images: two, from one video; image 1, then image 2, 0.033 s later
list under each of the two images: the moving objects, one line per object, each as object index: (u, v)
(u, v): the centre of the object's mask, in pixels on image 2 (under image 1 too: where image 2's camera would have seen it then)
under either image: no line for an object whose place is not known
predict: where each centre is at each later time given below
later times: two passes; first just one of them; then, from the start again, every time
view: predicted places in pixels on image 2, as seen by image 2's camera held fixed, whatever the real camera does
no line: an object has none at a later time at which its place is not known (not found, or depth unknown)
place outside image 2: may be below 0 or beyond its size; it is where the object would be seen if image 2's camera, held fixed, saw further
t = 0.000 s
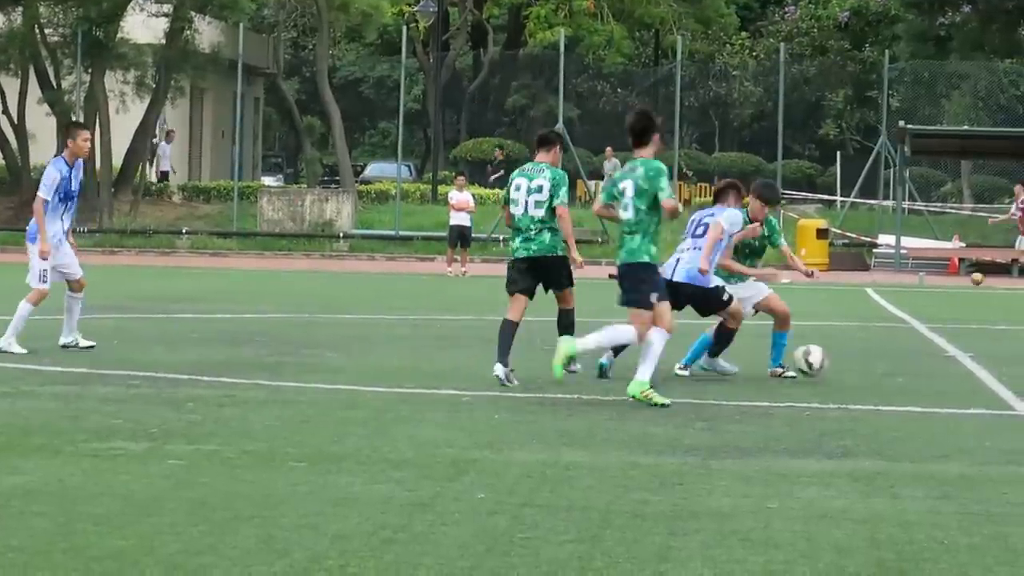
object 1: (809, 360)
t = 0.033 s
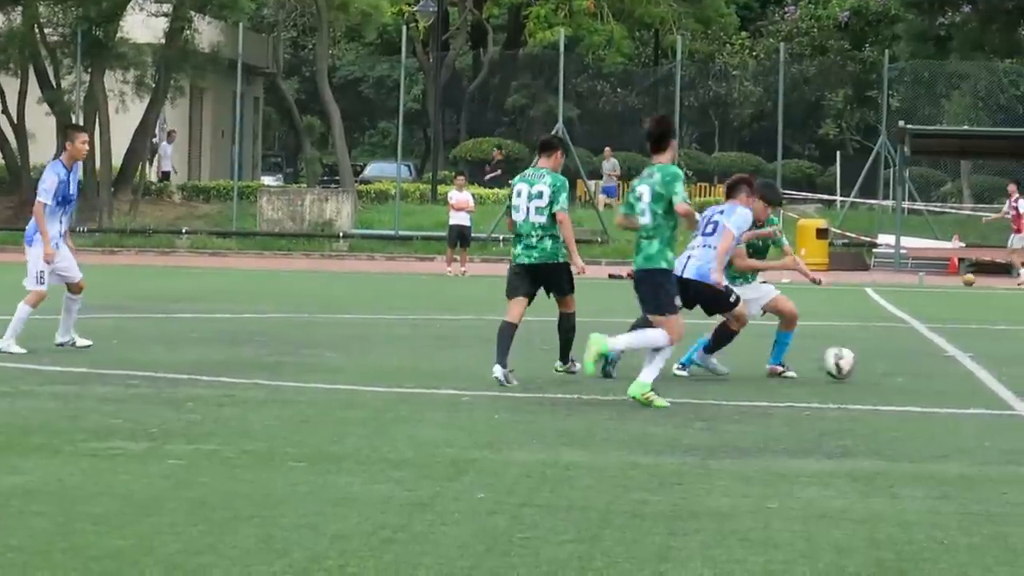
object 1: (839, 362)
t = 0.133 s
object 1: (914, 363)
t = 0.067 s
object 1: (868, 366)
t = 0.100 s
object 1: (892, 364)
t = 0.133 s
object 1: (914, 363)
